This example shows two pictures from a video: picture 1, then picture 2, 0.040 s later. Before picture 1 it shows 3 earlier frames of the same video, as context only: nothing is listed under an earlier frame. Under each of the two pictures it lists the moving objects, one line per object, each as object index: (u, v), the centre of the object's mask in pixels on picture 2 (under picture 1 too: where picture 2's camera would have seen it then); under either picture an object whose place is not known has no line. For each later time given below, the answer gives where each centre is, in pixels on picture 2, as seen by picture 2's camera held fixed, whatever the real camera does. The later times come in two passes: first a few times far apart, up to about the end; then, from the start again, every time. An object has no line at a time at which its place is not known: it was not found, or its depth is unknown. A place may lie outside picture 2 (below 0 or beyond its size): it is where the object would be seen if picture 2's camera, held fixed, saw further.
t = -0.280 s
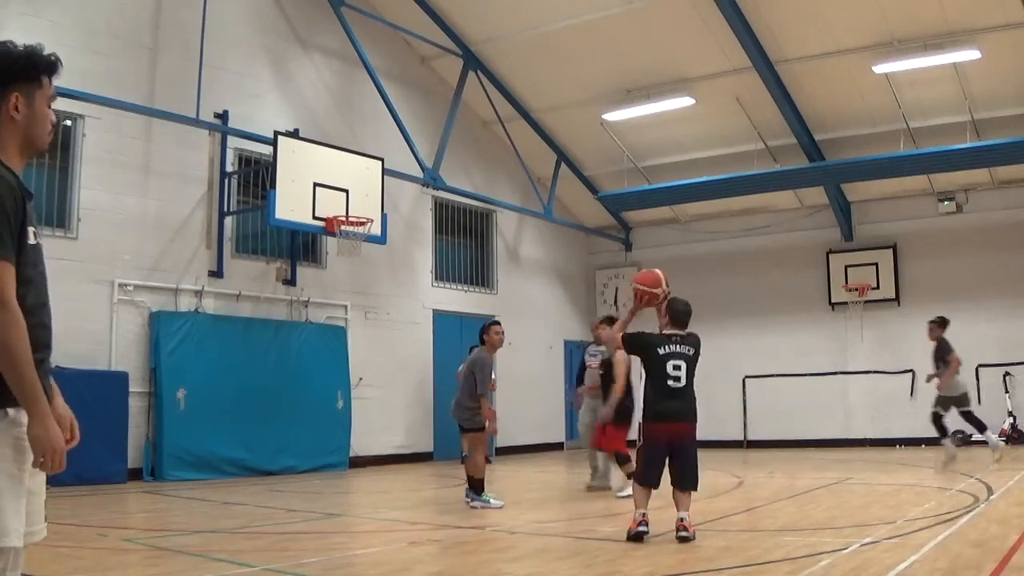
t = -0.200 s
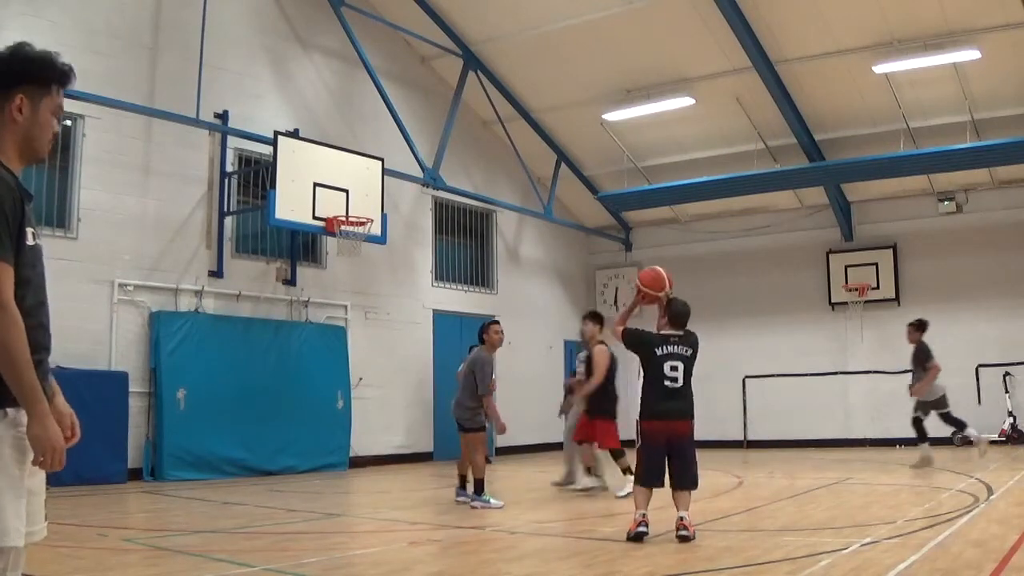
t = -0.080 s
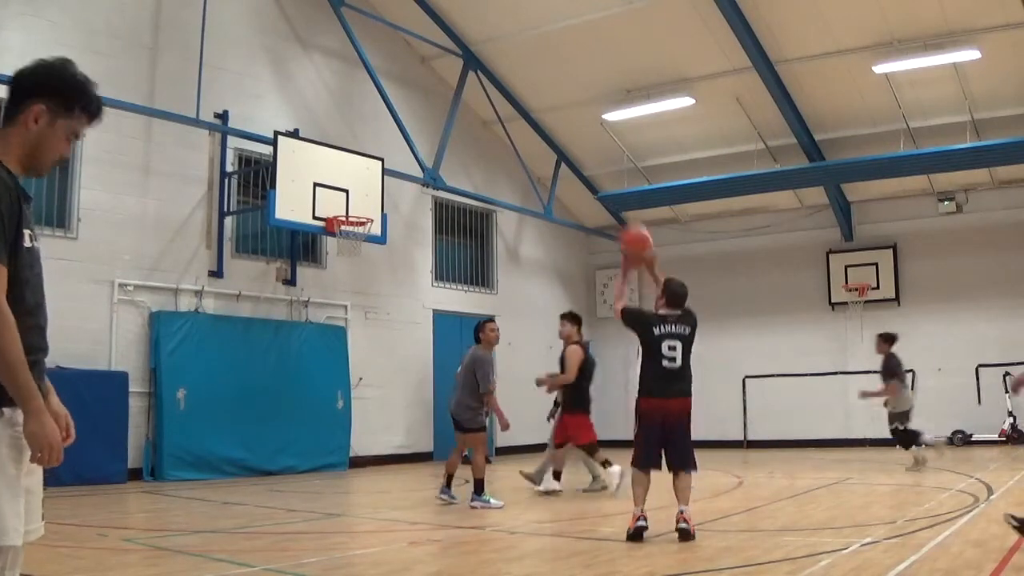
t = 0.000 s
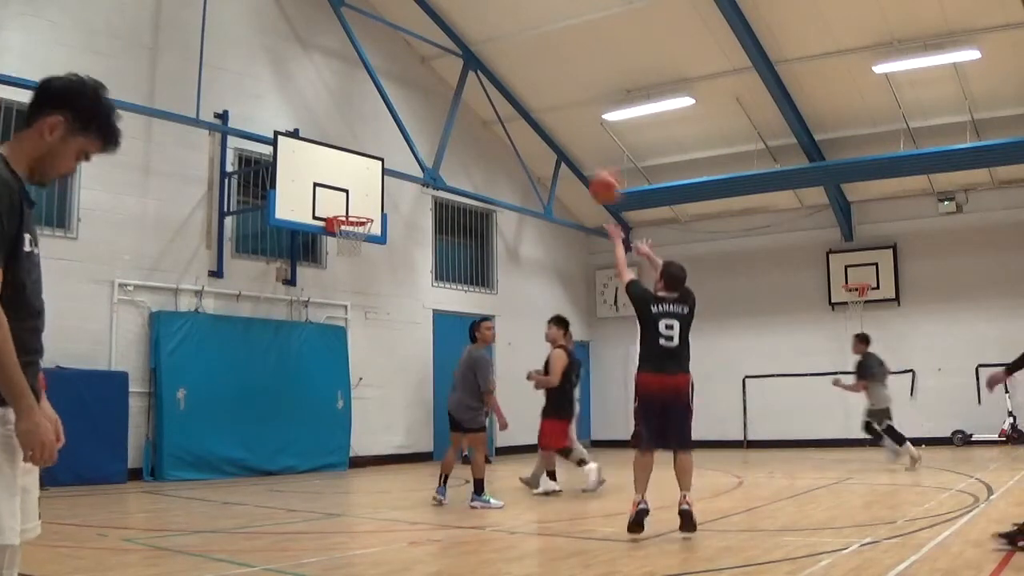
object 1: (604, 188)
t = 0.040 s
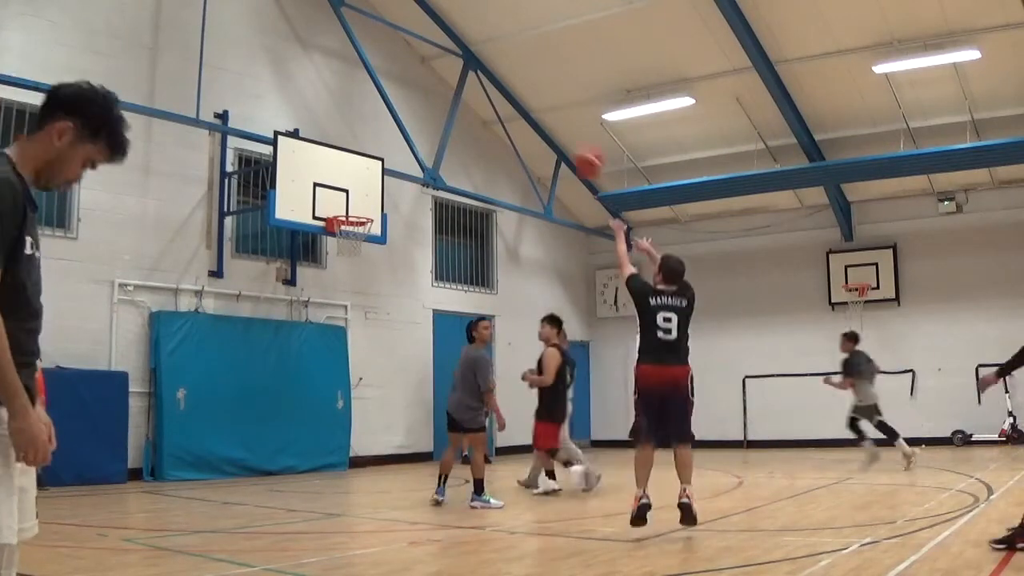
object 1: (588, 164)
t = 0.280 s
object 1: (512, 83)
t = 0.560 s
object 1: (448, 81)
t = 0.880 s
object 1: (390, 162)
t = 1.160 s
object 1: (400, 187)
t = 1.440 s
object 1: (453, 193)
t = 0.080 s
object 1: (575, 142)
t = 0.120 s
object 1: (561, 127)
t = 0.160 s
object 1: (548, 112)
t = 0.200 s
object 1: (536, 101)
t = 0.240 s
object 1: (524, 89)
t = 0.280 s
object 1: (512, 83)
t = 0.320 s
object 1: (502, 77)
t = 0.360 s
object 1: (491, 74)
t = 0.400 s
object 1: (483, 72)
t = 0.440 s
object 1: (474, 71)
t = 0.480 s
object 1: (464, 74)
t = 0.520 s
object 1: (456, 77)
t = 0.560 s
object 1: (448, 81)
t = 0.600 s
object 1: (439, 87)
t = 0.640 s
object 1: (431, 94)
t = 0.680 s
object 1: (424, 103)
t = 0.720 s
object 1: (416, 112)
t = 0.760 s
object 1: (410, 122)
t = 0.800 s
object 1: (401, 136)
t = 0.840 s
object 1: (395, 148)
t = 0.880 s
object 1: (390, 162)
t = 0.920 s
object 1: (385, 176)
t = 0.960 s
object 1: (378, 191)
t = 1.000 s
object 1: (372, 208)
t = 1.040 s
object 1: (378, 205)
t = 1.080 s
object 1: (385, 198)
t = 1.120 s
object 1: (392, 192)
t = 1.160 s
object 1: (400, 187)
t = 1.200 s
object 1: (407, 185)
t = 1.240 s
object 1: (414, 183)
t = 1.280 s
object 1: (424, 181)
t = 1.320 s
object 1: (430, 182)
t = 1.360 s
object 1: (438, 184)
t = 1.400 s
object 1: (444, 187)
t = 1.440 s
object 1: (453, 193)
